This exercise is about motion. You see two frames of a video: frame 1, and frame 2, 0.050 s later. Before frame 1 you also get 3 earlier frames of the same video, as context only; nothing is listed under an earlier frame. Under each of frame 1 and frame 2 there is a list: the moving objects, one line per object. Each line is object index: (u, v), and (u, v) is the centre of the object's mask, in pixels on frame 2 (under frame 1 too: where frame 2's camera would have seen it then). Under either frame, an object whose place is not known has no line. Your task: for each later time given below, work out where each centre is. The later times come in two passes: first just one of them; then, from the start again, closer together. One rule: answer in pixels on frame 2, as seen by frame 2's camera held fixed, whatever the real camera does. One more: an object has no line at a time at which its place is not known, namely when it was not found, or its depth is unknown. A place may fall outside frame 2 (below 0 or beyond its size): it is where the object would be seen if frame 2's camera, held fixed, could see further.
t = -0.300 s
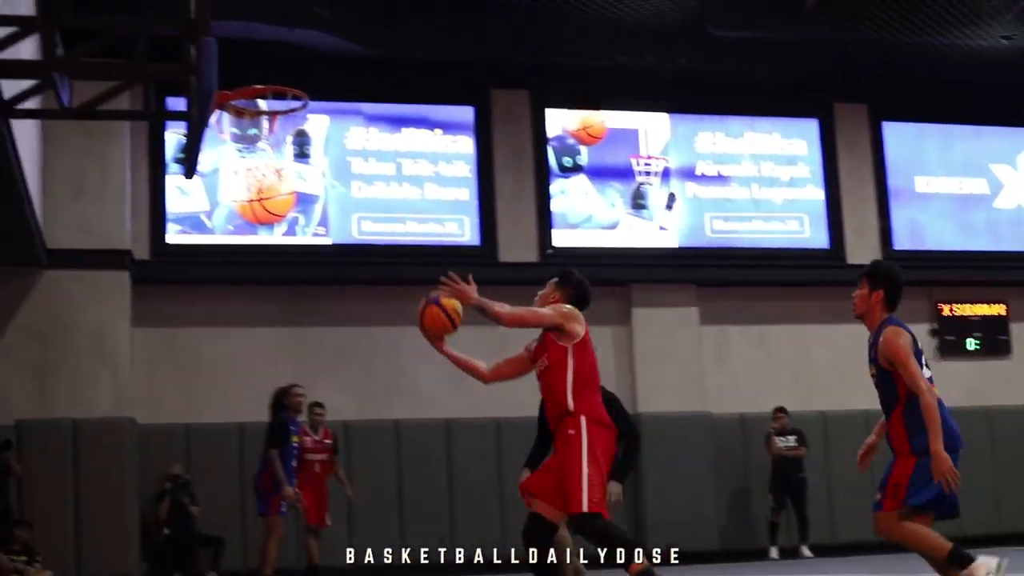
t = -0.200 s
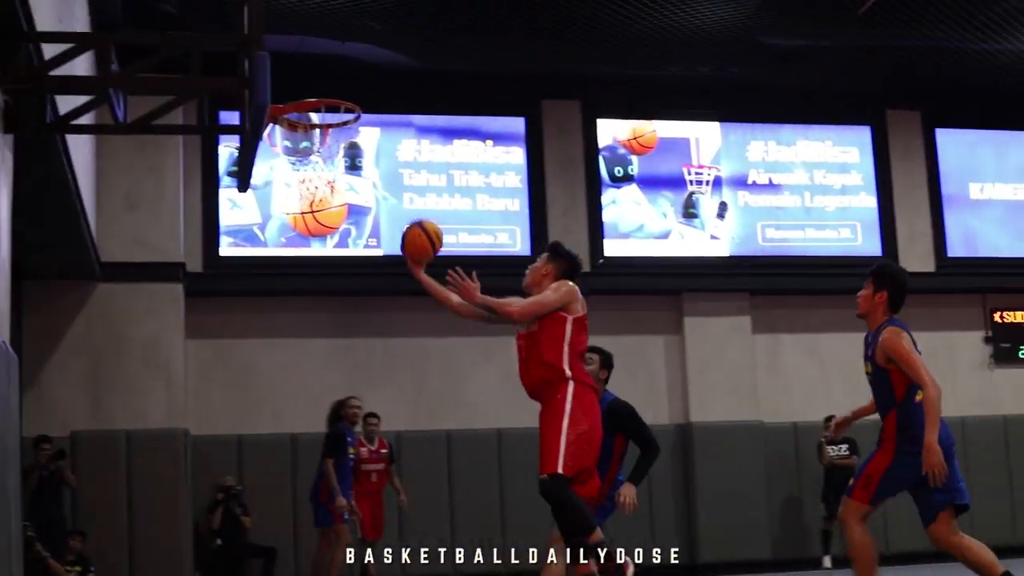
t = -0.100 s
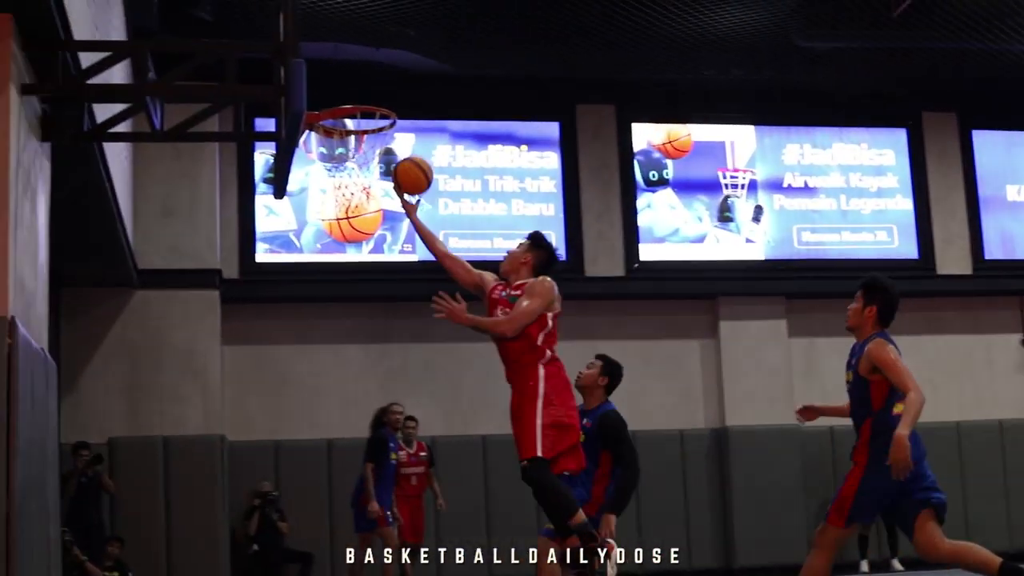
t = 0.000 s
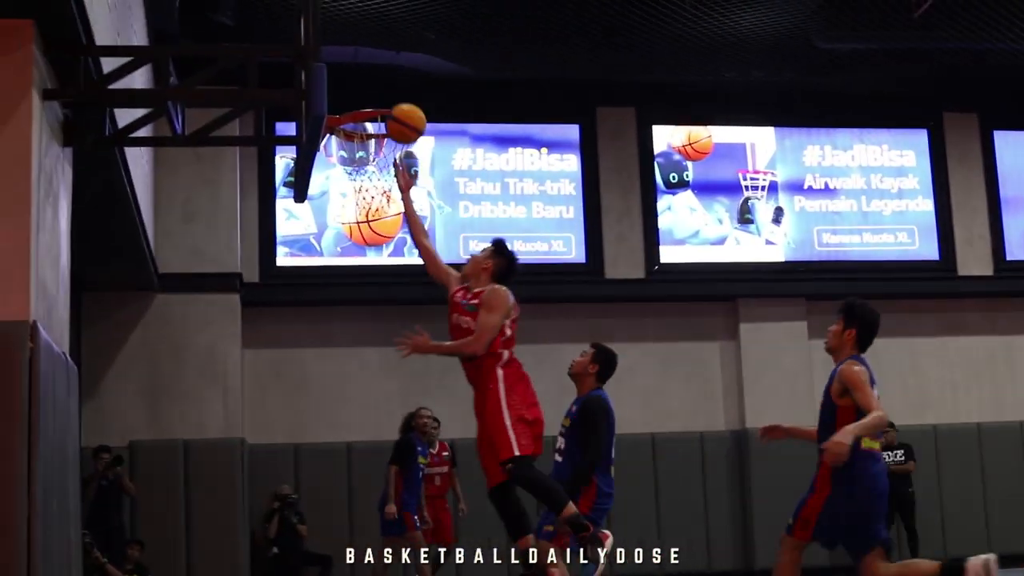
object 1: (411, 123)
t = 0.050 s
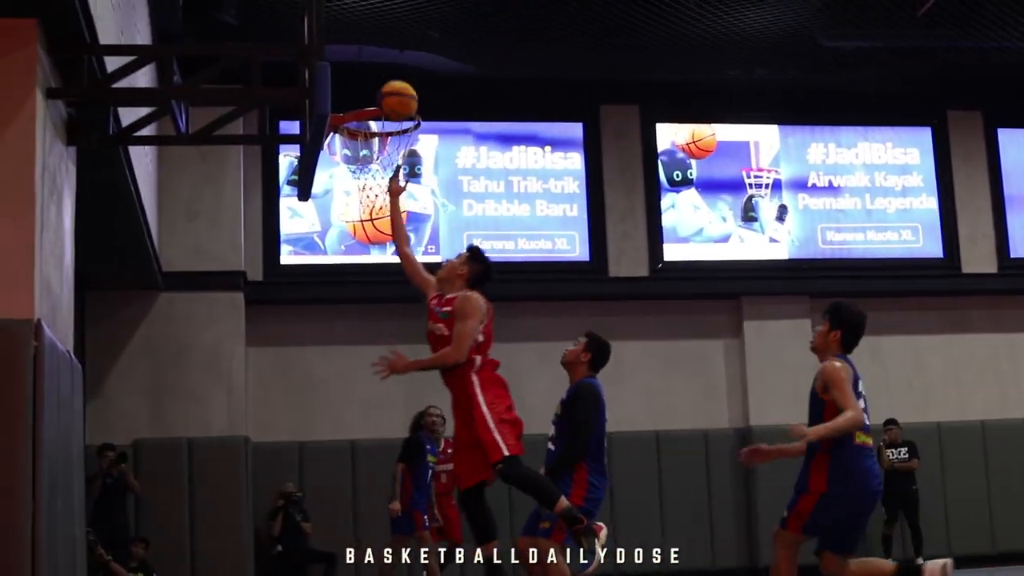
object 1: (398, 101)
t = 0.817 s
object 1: (400, 196)
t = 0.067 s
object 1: (393, 95)
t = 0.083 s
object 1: (388, 91)
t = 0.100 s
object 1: (384, 87)
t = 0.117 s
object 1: (380, 84)
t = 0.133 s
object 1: (377, 80)
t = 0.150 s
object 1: (373, 76)
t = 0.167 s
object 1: (370, 73)
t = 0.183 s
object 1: (366, 70)
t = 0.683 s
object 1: (390, 164)
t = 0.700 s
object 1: (392, 171)
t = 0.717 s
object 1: (394, 176)
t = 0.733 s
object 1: (395, 180)
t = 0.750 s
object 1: (397, 183)
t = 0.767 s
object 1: (398, 186)
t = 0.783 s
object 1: (399, 189)
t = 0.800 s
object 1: (399, 193)
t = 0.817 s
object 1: (400, 196)
